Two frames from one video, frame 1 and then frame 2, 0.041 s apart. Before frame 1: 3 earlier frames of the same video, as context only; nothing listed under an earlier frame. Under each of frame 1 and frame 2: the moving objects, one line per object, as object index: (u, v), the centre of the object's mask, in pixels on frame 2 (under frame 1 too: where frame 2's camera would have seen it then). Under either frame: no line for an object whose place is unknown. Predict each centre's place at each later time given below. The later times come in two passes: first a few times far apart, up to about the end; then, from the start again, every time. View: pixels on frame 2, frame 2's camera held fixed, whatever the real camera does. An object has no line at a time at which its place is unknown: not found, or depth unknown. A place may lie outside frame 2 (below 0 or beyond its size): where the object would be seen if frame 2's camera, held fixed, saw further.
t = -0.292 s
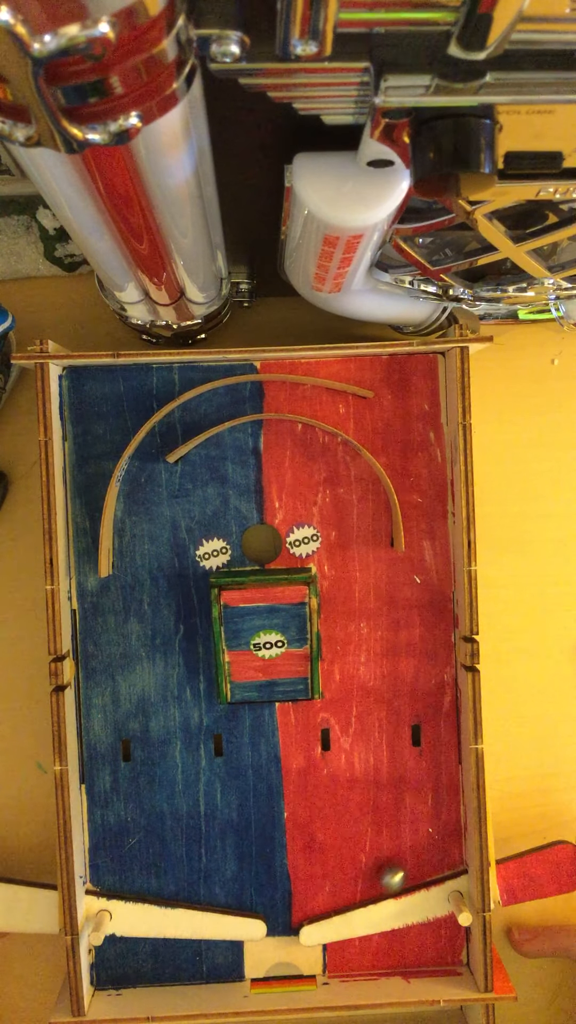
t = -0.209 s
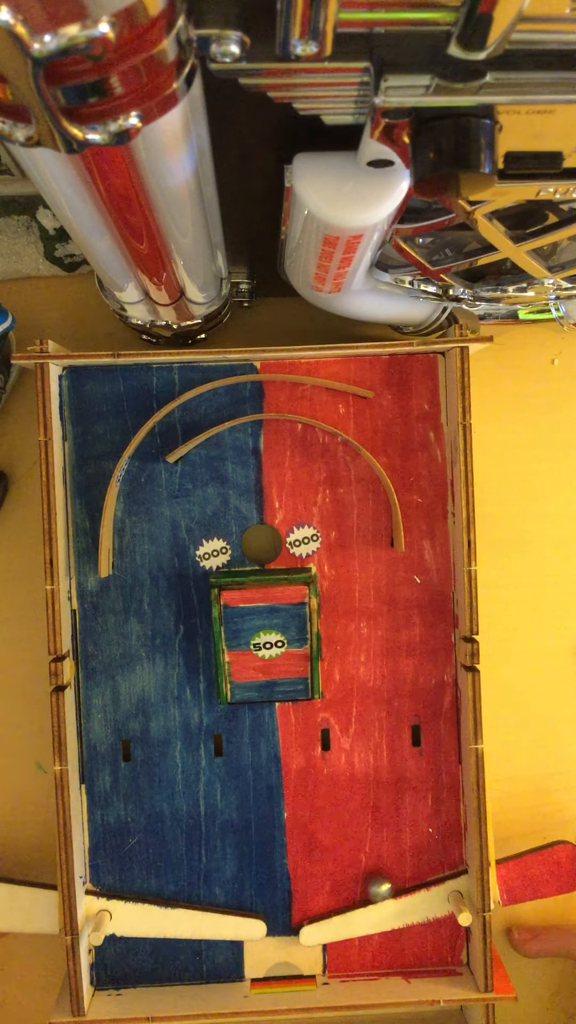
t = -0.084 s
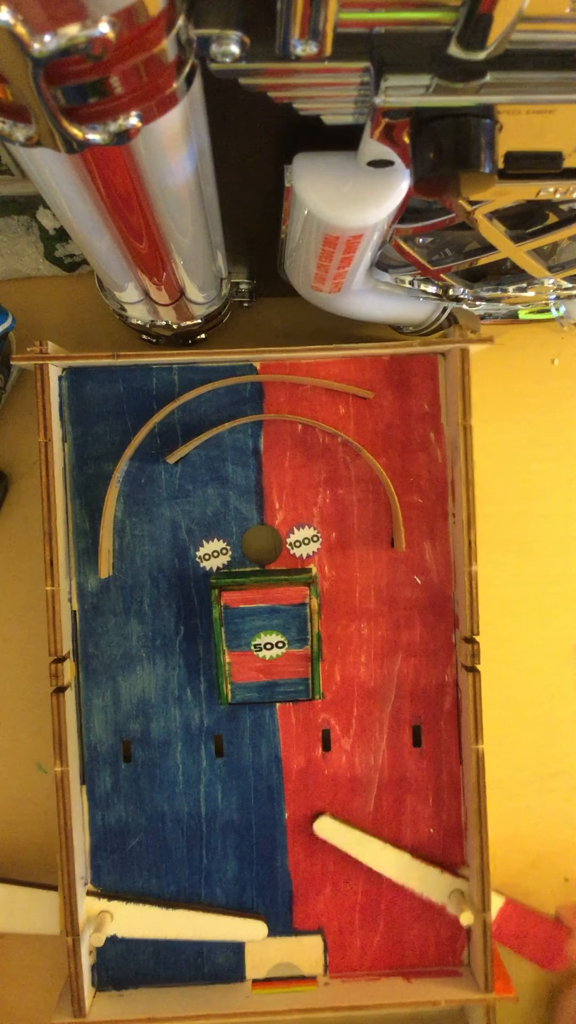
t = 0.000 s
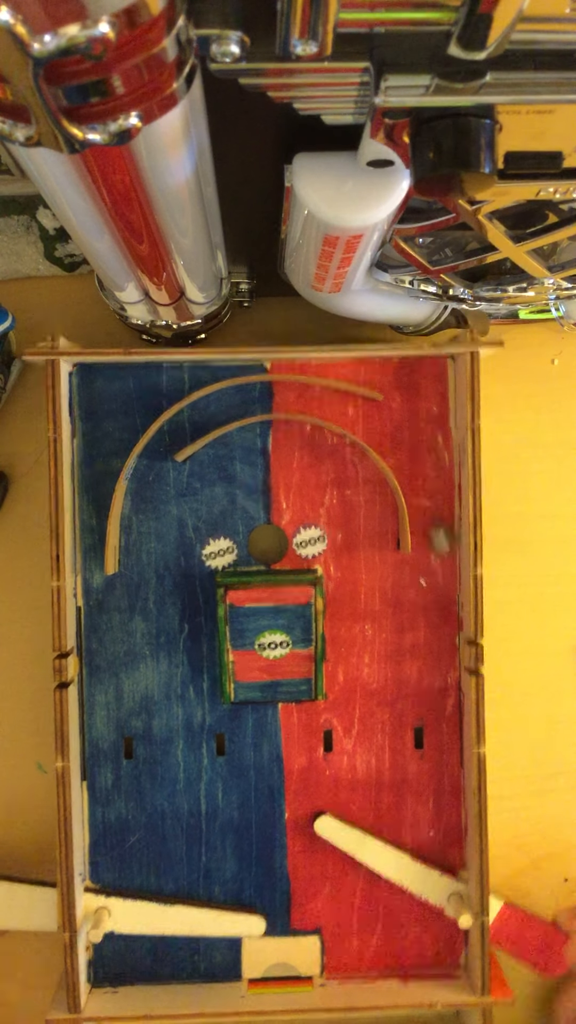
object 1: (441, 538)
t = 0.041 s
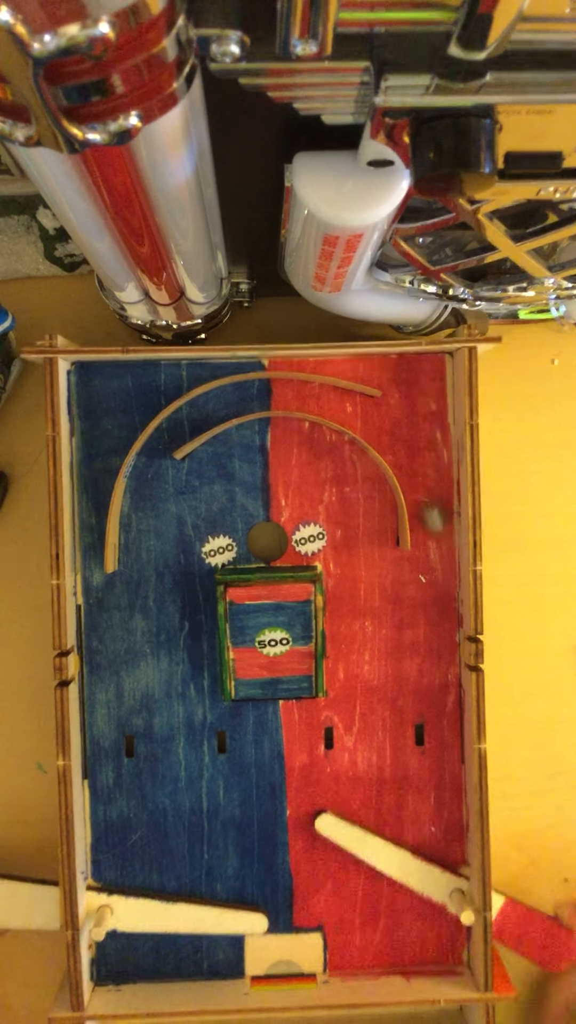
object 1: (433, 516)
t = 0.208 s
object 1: (415, 458)
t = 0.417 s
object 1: (406, 438)
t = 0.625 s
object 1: (408, 467)
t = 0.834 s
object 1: (429, 532)
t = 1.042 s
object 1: (449, 626)
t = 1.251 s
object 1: (452, 751)
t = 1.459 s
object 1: (443, 859)
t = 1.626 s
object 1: (418, 875)
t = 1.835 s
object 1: (396, 882)
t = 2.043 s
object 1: (383, 884)
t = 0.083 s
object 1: (428, 498)
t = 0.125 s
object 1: (423, 482)
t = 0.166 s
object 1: (419, 469)
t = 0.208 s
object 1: (415, 458)
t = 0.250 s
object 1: (412, 448)
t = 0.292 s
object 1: (409, 442)
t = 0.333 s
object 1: (408, 439)
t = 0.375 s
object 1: (406, 437)
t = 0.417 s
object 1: (406, 438)
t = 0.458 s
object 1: (406, 440)
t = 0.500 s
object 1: (407, 444)
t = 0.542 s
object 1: (407, 450)
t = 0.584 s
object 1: (407, 458)
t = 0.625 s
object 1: (408, 467)
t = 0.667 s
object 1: (409, 478)
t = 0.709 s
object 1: (412, 490)
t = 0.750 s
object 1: (417, 502)
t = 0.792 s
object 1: (422, 515)
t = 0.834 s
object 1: (429, 532)
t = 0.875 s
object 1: (435, 547)
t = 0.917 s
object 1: (441, 566)
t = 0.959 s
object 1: (449, 586)
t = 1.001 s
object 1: (449, 605)
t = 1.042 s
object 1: (449, 626)
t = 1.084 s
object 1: (449, 648)
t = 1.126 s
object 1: (449, 672)
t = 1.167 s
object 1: (450, 696)
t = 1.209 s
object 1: (451, 723)
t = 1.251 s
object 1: (452, 751)
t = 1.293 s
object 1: (453, 781)
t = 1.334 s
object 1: (454, 814)
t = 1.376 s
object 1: (457, 846)
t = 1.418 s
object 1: (452, 862)
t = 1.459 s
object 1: (443, 859)
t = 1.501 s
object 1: (436, 862)
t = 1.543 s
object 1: (430, 866)
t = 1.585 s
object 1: (424, 873)
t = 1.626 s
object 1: (418, 875)
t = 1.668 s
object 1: (413, 877)
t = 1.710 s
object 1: (407, 878)
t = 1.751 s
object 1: (403, 879)
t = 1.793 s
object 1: (399, 881)
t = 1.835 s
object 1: (396, 882)
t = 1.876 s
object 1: (393, 882)
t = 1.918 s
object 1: (390, 883)
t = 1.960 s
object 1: (387, 883)
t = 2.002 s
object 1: (385, 884)
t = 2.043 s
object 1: (383, 884)
